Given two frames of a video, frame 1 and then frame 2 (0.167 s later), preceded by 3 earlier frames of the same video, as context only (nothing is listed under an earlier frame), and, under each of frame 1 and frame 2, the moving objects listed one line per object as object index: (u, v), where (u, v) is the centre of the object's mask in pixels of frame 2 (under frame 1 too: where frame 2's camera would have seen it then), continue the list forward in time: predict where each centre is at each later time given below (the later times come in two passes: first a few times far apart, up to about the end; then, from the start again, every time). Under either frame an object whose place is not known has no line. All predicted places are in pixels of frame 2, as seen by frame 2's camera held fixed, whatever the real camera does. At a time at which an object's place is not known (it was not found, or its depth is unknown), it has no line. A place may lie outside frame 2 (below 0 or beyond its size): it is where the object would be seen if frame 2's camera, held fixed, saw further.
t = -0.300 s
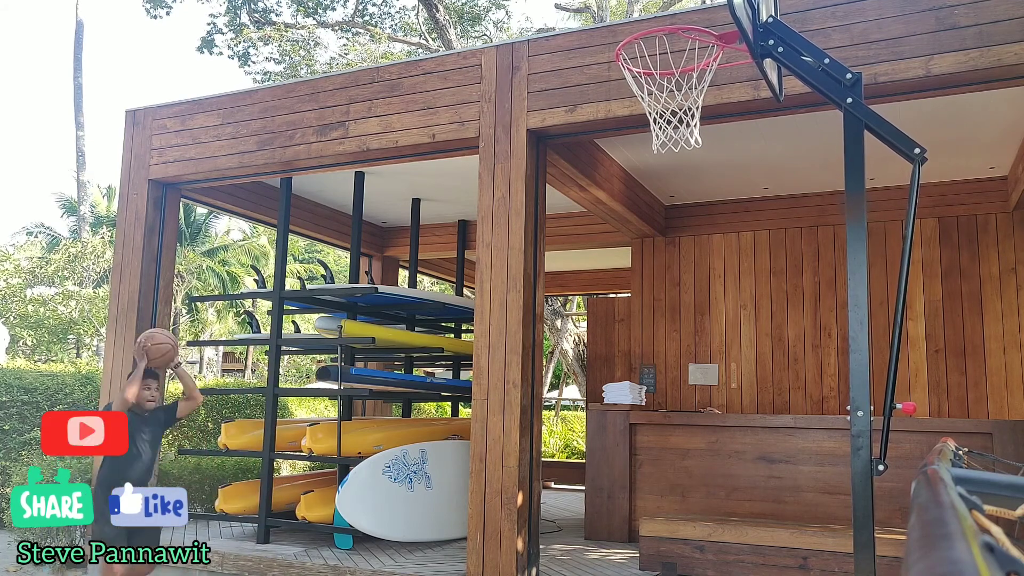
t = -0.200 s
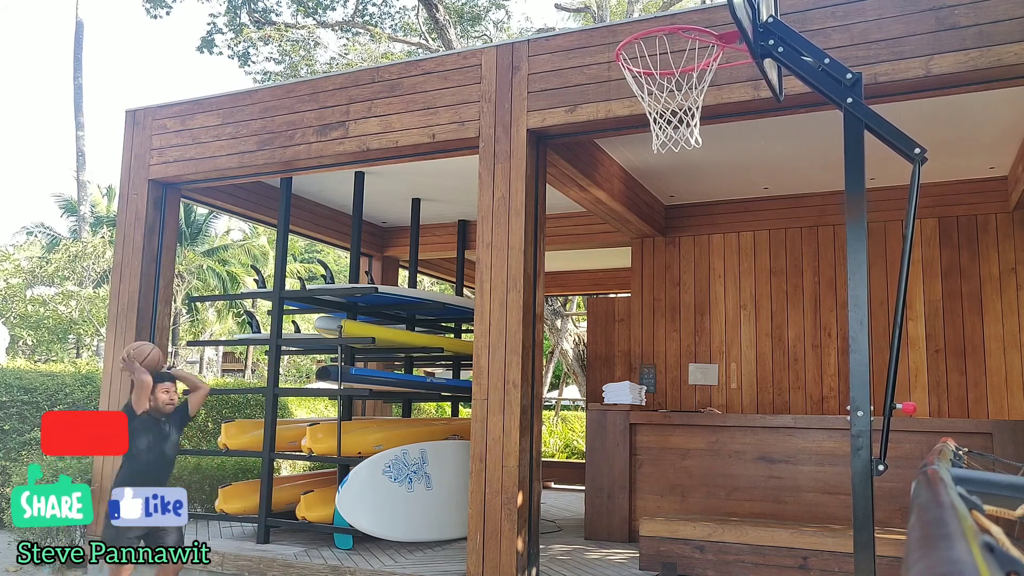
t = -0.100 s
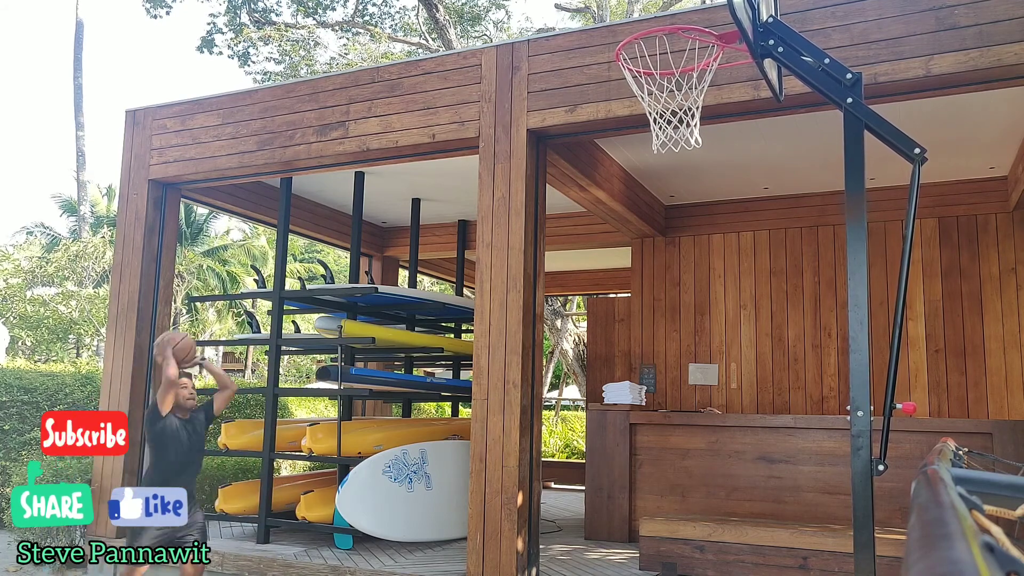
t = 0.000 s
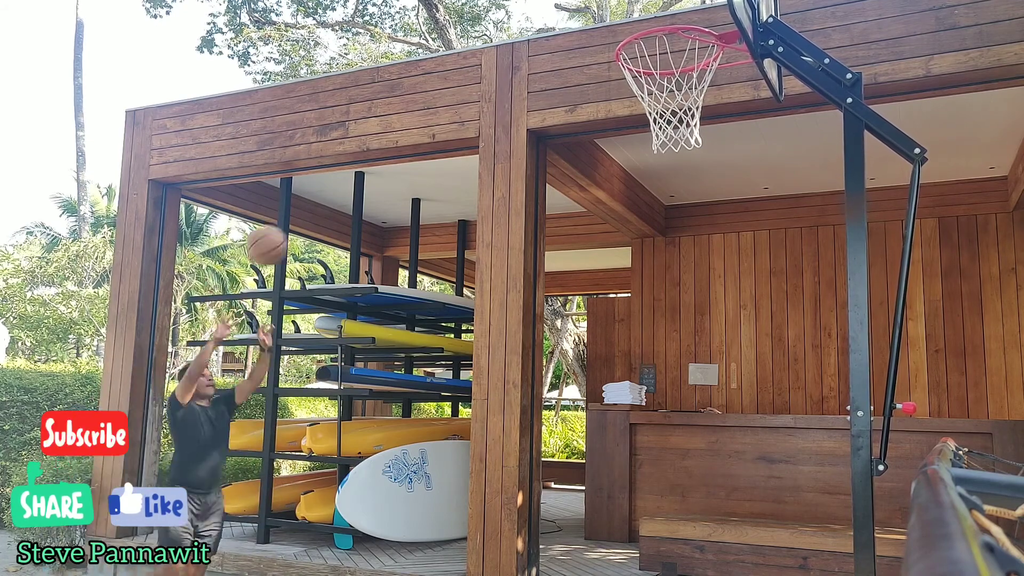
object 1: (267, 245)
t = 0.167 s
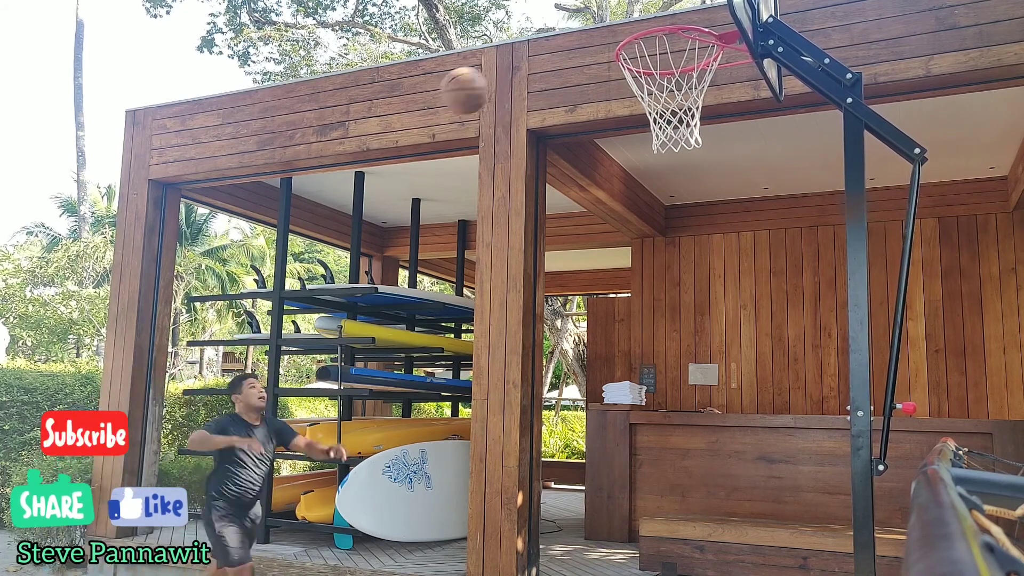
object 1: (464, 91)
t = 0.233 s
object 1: (547, 51)
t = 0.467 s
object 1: (635, 28)
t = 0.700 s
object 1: (583, 34)
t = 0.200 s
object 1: (496, 73)
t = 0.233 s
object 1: (547, 51)
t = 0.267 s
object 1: (599, 32)
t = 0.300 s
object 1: (653, 15)
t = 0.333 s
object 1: (692, 13)
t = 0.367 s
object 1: (713, 15)
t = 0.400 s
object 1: (677, 20)
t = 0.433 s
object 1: (637, 29)
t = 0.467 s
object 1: (635, 28)
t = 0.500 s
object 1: (627, 19)
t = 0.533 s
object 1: (617, 15)
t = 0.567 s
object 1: (612, 14)
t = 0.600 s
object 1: (605, 15)
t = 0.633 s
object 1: (597, 18)
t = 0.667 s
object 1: (591, 22)
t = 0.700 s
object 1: (583, 34)
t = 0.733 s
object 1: (578, 47)
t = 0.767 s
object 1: (569, 70)
